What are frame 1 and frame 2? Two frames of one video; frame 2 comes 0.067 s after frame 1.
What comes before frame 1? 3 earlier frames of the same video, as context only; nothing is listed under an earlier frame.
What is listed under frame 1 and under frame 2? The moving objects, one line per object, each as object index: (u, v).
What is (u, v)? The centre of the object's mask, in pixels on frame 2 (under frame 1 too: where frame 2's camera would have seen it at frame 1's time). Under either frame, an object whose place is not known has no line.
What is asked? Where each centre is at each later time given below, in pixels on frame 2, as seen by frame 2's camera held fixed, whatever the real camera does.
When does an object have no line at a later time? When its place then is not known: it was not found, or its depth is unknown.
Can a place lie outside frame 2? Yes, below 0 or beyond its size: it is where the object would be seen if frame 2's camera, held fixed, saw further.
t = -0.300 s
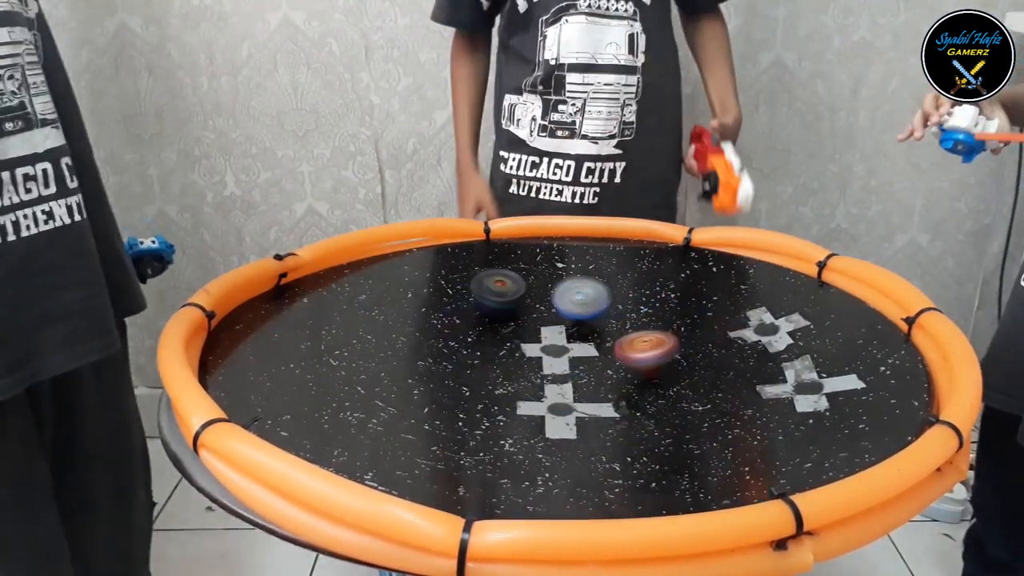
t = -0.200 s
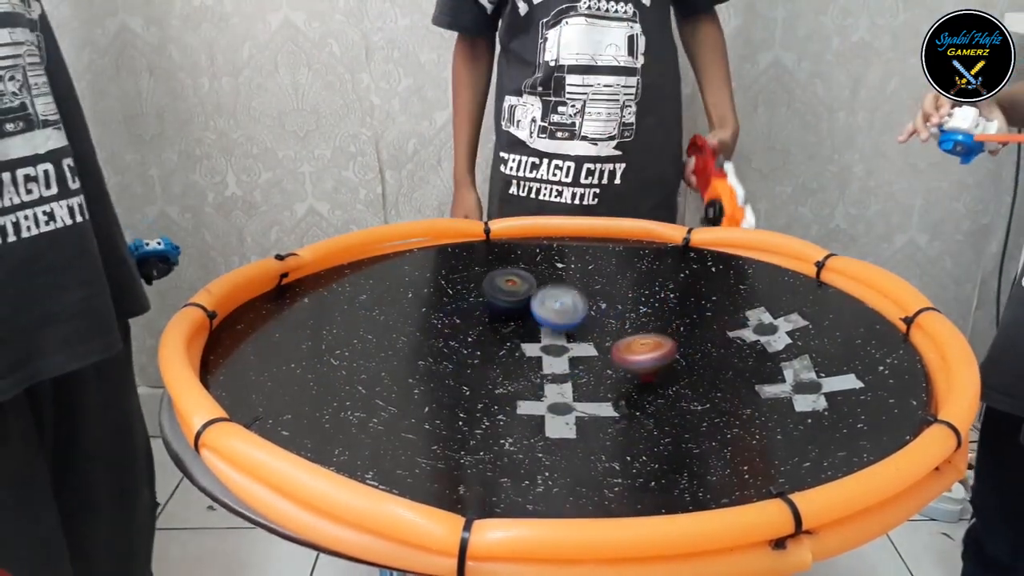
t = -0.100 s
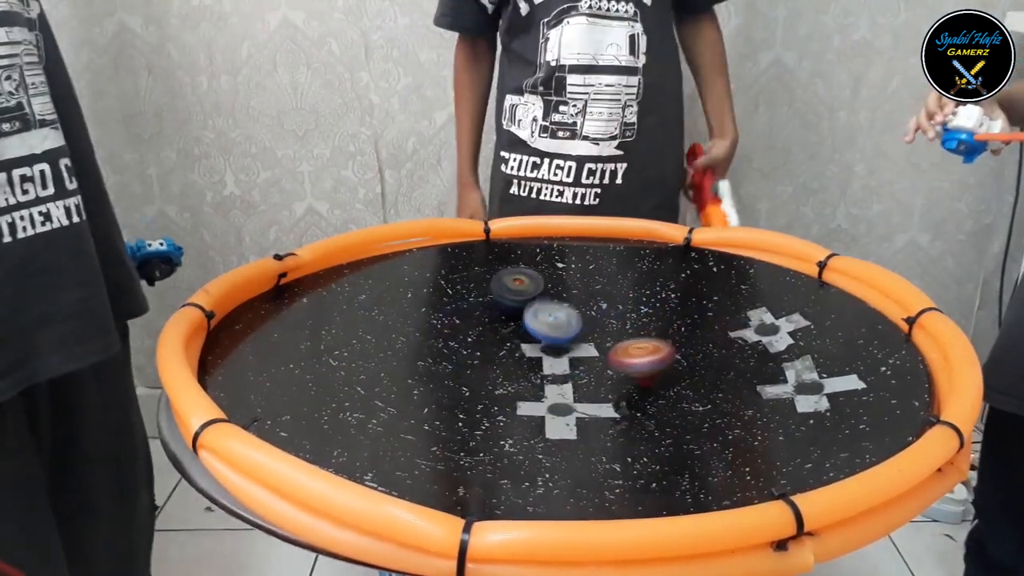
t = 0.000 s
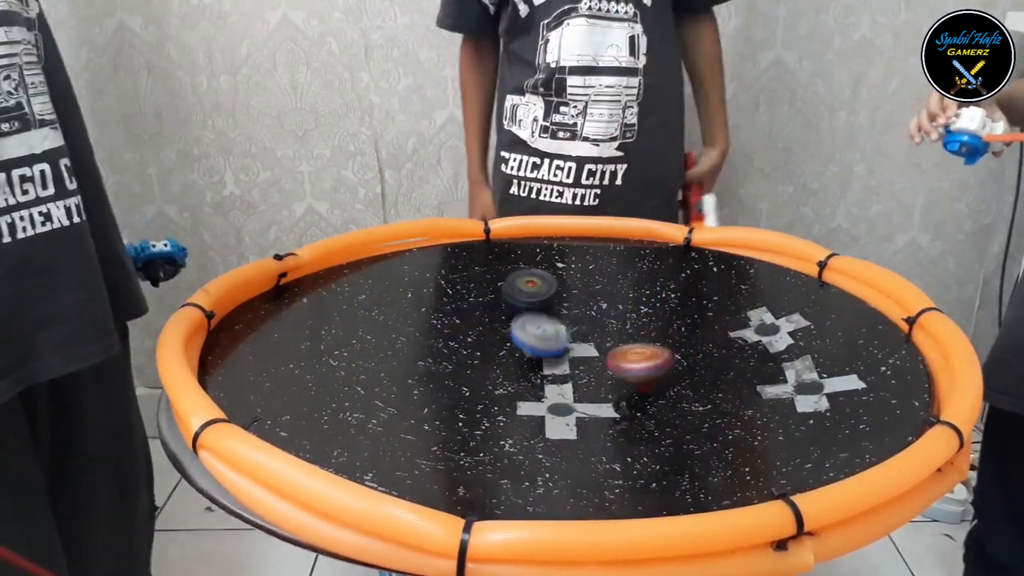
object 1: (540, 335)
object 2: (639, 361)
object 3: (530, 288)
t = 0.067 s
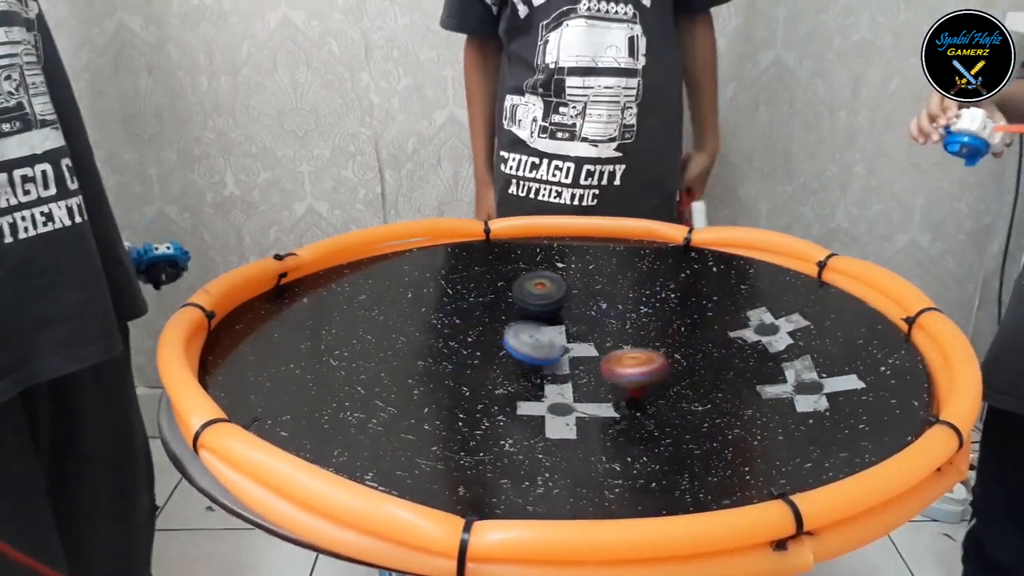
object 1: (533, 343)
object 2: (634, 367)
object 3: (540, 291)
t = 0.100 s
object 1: (530, 348)
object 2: (630, 369)
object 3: (544, 292)
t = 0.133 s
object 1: (528, 352)
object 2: (627, 371)
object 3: (549, 293)
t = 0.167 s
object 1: (527, 356)
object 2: (623, 373)
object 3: (554, 296)
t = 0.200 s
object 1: (526, 361)
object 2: (620, 375)
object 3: (560, 298)
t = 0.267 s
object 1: (527, 370)
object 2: (611, 377)
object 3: (571, 302)
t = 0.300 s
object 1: (528, 374)
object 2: (607, 378)
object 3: (575, 304)
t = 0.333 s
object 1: (530, 377)
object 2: (602, 378)
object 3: (580, 307)
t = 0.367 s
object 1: (521, 377)
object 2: (607, 378)
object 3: (586, 309)
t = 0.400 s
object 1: (511, 380)
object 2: (614, 378)
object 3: (591, 311)
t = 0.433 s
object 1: (502, 381)
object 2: (619, 378)
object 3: (597, 313)
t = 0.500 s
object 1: (489, 382)
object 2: (623, 376)
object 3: (605, 320)
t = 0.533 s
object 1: (487, 383)
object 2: (623, 374)
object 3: (611, 322)
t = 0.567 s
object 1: (486, 383)
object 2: (623, 373)
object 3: (616, 324)
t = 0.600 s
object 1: (488, 382)
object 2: (622, 372)
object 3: (621, 328)
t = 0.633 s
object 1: (492, 382)
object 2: (622, 370)
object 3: (626, 330)
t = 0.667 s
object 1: (498, 382)
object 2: (621, 369)
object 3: (631, 332)
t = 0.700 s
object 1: (505, 380)
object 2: (620, 368)
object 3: (638, 333)
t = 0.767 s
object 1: (523, 379)
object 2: (610, 369)
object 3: (652, 337)
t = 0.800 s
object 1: (532, 377)
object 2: (604, 371)
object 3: (658, 337)
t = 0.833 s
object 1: (525, 373)
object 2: (611, 373)
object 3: (665, 338)
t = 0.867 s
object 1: (515, 367)
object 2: (622, 375)
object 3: (669, 339)
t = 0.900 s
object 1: (506, 363)
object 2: (629, 375)
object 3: (673, 340)
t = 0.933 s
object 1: (500, 357)
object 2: (636, 375)
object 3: (678, 341)
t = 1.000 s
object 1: (497, 347)
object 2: (647, 374)
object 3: (684, 343)
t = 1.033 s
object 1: (498, 342)
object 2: (648, 374)
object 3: (689, 344)
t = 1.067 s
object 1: (500, 338)
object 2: (642, 377)
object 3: (696, 342)
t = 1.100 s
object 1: (503, 334)
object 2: (637, 380)
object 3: (705, 339)
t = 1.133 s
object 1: (506, 330)
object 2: (633, 382)
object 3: (710, 337)
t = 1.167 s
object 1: (509, 326)
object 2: (630, 384)
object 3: (715, 335)
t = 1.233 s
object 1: (516, 319)
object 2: (628, 386)
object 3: (717, 336)
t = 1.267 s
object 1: (520, 315)
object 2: (627, 386)
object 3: (717, 337)
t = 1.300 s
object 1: (522, 312)
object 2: (627, 386)
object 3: (717, 337)
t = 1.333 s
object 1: (525, 310)
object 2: (627, 387)
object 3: (717, 338)
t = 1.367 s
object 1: (528, 307)
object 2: (626, 387)
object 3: (715, 340)
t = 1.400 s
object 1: (530, 305)
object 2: (625, 387)
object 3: (713, 341)
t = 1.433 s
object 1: (534, 303)
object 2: (623, 387)
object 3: (712, 343)
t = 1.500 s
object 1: (541, 299)
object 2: (621, 387)
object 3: (708, 345)
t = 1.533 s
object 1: (543, 297)
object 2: (620, 386)
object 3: (705, 347)
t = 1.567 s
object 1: (547, 295)
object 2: (618, 385)
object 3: (702, 348)
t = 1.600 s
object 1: (551, 293)
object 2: (615, 384)
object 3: (699, 349)
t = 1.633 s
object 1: (554, 292)
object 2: (613, 383)
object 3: (696, 351)
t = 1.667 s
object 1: (558, 291)
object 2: (610, 382)
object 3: (692, 352)
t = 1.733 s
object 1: (567, 291)
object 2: (603, 379)
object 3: (683, 355)
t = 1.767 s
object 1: (572, 292)
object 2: (600, 377)
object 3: (679, 357)
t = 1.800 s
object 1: (576, 293)
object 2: (597, 376)
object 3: (674, 358)
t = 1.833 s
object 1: (581, 296)
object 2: (593, 374)
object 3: (669, 359)
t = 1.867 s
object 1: (586, 298)
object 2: (590, 373)
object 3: (662, 361)
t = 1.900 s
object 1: (589, 301)
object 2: (584, 371)
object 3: (658, 362)
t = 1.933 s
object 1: (592, 305)
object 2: (580, 369)
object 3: (652, 363)
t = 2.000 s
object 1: (598, 313)
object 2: (570, 364)
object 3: (644, 365)
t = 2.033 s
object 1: (600, 318)
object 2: (564, 363)
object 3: (639, 366)
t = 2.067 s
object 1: (601, 322)
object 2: (559, 361)
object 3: (633, 367)
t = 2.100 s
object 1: (603, 327)
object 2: (555, 359)
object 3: (628, 367)
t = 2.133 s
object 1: (603, 331)
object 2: (550, 357)
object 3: (623, 367)
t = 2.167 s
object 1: (603, 334)
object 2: (546, 355)
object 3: (617, 368)
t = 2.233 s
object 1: (603, 339)
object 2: (539, 351)
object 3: (605, 371)
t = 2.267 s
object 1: (602, 340)
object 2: (536, 349)
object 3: (601, 373)
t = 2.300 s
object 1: (602, 339)
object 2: (534, 347)
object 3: (597, 376)
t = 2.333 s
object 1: (601, 337)
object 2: (532, 345)
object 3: (592, 379)
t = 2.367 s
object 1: (601, 336)
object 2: (530, 343)
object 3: (587, 382)
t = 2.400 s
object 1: (601, 336)
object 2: (527, 341)
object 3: (582, 383)
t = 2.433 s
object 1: (601, 336)
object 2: (526, 339)
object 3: (577, 384)
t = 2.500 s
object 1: (602, 337)
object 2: (523, 335)
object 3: (568, 385)
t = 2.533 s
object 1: (602, 338)
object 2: (522, 334)
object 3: (564, 386)
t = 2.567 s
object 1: (602, 339)
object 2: (522, 333)
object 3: (558, 386)
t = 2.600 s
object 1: (601, 340)
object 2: (522, 332)
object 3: (554, 387)
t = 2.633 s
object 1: (600, 341)
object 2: (522, 331)
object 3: (549, 386)
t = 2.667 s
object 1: (600, 342)
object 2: (522, 330)
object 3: (546, 385)
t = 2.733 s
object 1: (597, 344)
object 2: (522, 328)
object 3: (539, 383)
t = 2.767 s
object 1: (596, 345)
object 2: (522, 327)
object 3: (537, 381)
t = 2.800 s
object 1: (595, 345)
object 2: (523, 327)
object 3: (535, 380)
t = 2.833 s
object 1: (594, 346)
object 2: (524, 326)
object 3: (533, 378)
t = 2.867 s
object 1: (593, 347)
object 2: (525, 325)
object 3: (531, 376)
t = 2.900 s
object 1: (591, 348)
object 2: (527, 325)
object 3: (529, 375)
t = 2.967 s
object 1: (588, 350)
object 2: (530, 324)
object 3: (525, 370)
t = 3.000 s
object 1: (586, 350)
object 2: (532, 322)
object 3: (523, 368)
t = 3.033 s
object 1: (584, 351)
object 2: (534, 322)
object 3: (521, 366)
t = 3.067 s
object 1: (582, 352)
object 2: (536, 322)
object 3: (520, 364)
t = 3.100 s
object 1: (585, 351)
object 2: (539, 321)
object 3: (513, 362)
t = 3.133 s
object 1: (599, 350)
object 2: (541, 321)
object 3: (497, 361)
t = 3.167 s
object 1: (611, 348)
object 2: (543, 321)
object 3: (487, 360)
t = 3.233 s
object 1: (632, 345)
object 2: (551, 320)
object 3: (473, 356)
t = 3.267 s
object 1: (639, 345)
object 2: (557, 319)
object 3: (470, 355)
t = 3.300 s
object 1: (646, 344)
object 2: (563, 318)
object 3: (467, 353)
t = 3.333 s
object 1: (652, 344)
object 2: (567, 318)
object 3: (464, 351)
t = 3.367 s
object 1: (659, 343)
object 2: (571, 319)
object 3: (462, 349)
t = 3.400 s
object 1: (666, 342)
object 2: (573, 318)
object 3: (461, 348)
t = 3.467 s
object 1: (679, 341)
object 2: (578, 319)
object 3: (459, 343)
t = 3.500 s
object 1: (685, 340)
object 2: (581, 320)
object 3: (458, 342)
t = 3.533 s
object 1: (690, 340)
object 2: (582, 321)
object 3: (458, 340)
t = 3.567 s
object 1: (695, 340)
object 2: (584, 321)
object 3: (459, 338)
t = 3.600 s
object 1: (699, 340)
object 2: (585, 322)
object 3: (460, 336)
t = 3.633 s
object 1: (702, 340)
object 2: (588, 323)
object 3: (461, 335)
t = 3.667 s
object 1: (704, 341)
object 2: (590, 323)
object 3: (463, 333)
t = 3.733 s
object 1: (705, 343)
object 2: (593, 325)
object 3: (467, 330)
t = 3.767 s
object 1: (704, 344)
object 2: (595, 326)
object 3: (470, 329)
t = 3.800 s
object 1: (701, 345)
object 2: (596, 327)
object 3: (473, 328)
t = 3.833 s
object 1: (697, 346)
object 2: (599, 329)
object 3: (477, 327)
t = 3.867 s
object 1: (692, 348)
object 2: (601, 330)
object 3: (480, 325)
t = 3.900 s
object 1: (686, 349)
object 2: (602, 332)
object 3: (484, 324)
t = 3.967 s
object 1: (671, 350)
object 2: (605, 336)
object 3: (491, 323)
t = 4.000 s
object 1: (672, 352)
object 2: (602, 334)
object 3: (496, 322)
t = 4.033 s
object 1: (687, 356)
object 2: (588, 333)
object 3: (500, 321)
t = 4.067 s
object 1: (699, 362)
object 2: (574, 332)
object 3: (505, 321)
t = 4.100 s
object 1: (707, 366)
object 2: (577, 332)
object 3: (499, 316)
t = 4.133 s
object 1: (713, 369)
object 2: (597, 339)
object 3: (476, 308)
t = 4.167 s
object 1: (716, 372)
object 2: (621, 346)
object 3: (453, 298)
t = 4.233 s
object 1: (720, 378)
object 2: (657, 356)
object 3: (422, 283)
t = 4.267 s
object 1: (726, 382)
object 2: (668, 357)
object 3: (409, 277)
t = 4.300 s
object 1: (739, 388)
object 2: (673, 357)
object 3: (399, 272)
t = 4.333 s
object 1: (748, 393)
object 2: (674, 357)
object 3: (389, 269)
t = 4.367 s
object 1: (755, 397)
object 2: (676, 357)
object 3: (384, 266)
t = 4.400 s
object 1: (759, 400)
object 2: (677, 356)
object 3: (381, 265)
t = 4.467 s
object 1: (764, 405)
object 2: (678, 356)
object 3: (378, 266)
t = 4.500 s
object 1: (766, 406)
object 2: (678, 355)
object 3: (378, 267)
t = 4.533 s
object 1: (766, 409)
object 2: (678, 355)
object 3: (380, 269)
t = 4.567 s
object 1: (765, 410)
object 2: (677, 355)
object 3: (383, 272)
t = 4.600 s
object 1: (764, 411)
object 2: (675, 355)
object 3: (386, 274)
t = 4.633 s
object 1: (761, 411)
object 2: (673, 356)
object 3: (391, 278)
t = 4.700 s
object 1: (750, 410)
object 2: (667, 356)
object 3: (405, 287)
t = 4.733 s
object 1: (743, 409)
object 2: (664, 356)
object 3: (412, 292)
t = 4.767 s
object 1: (737, 407)
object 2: (661, 356)
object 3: (418, 295)
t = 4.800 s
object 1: (729, 405)
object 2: (658, 356)
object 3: (427, 300)
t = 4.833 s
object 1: (720, 402)
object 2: (654, 356)
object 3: (434, 304)
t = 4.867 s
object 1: (710, 399)
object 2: (650, 356)
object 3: (441, 307)
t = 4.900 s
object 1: (702, 396)
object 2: (646, 356)
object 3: (449, 311)
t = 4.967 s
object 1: (685, 391)
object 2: (637, 356)
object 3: (464, 317)
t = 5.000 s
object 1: (675, 389)
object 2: (632, 356)
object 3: (471, 320)
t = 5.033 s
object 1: (665, 385)
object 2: (626, 355)
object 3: (478, 323)
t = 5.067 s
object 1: (656, 384)
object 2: (620, 352)
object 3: (486, 326)
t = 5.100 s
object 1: (648, 386)
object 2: (617, 349)
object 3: (493, 329)
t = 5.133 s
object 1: (640, 387)
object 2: (612, 345)
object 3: (499, 332)
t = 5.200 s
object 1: (621, 388)
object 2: (600, 339)
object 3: (512, 337)
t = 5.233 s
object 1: (611, 388)
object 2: (593, 335)
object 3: (519, 340)
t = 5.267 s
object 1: (600, 388)
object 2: (588, 332)
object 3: (526, 344)
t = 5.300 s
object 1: (591, 387)
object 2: (583, 329)
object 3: (531, 346)
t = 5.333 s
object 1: (580, 386)
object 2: (581, 327)
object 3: (533, 349)
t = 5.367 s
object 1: (570, 386)
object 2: (578, 322)
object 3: (535, 350)
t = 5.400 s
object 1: (561, 385)
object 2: (575, 320)
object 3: (536, 351)
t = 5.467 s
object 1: (554, 390)
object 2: (570, 315)
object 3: (537, 351)
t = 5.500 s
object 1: (552, 393)
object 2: (567, 313)
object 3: (538, 352)
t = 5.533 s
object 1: (549, 394)
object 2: (565, 312)
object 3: (538, 352)
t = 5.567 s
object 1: (546, 396)
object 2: (562, 310)
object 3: (539, 353)
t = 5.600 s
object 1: (543, 396)
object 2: (560, 309)
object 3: (539, 354)
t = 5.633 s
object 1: (541, 397)
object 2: (558, 308)
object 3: (540, 355)
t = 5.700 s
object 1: (538, 398)
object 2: (555, 307)
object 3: (541, 358)
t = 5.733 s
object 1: (537, 398)
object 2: (553, 307)
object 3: (541, 359)
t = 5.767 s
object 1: (537, 398)
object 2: (553, 308)
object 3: (541, 360)
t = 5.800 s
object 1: (537, 399)
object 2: (553, 308)
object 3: (541, 361)
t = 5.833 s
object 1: (537, 399)
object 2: (552, 308)
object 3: (542, 362)
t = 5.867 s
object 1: (538, 400)
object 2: (552, 309)
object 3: (542, 362)
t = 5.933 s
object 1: (542, 399)
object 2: (553, 311)
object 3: (543, 363)
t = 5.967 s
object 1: (545, 398)
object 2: (553, 312)
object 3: (545, 363)
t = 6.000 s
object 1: (548, 397)
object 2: (554, 313)
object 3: (546, 363)
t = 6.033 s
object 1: (553, 399)
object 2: (555, 314)
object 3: (547, 363)
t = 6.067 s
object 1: (553, 409)
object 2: (556, 315)
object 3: (550, 355)
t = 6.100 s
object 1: (555, 418)
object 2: (561, 314)
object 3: (551, 348)
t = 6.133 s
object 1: (560, 426)
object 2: (572, 302)
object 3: (541, 356)
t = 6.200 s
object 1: (565, 434)
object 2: (590, 277)
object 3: (526, 366)
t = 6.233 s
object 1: (567, 436)
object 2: (597, 268)
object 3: (519, 371)
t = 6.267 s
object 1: (569, 437)
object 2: (603, 259)
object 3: (515, 374)
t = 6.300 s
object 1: (572, 439)
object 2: (607, 253)
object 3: (512, 376)
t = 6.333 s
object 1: (575, 440)
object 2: (612, 250)
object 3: (509, 377)
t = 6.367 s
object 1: (579, 441)
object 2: (613, 244)
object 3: (508, 377)
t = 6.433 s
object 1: (591, 441)
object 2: (618, 238)
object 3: (507, 377)
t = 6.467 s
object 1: (597, 439)
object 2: (620, 236)
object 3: (508, 377)
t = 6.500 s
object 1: (602, 436)
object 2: (621, 235)
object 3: (508, 375)
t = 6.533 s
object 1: (608, 433)
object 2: (622, 234)
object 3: (509, 374)
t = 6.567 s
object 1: (611, 430)
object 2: (622, 235)
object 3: (511, 373)
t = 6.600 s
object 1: (614, 426)
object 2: (623, 236)
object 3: (513, 372)
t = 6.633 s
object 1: (617, 422)
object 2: (623, 237)
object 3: (516, 371)
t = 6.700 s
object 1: (619, 413)
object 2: (624, 242)
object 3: (520, 367)
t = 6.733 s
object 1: (620, 407)
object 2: (625, 245)
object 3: (523, 366)
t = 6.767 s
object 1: (619, 403)
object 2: (625, 249)
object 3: (527, 364)
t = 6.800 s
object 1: (618, 398)
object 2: (626, 253)
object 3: (529, 363)
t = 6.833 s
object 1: (617, 393)
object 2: (627, 258)
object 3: (532, 362)
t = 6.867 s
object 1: (615, 388)
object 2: (627, 264)
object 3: (536, 360)
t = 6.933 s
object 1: (609, 378)
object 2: (628, 278)
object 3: (543, 358)
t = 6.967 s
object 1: (607, 374)
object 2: (628, 287)
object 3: (545, 356)
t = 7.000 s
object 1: (617, 372)
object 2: (627, 295)
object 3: (540, 353)
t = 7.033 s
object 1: (626, 370)
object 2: (628, 303)
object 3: (535, 348)
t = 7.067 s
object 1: (636, 369)
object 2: (627, 313)
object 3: (532, 344)
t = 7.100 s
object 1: (642, 366)
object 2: (627, 320)
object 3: (529, 341)
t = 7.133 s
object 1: (647, 365)
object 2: (624, 330)
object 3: (530, 339)
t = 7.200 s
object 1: (659, 373)
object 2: (614, 335)
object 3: (532, 335)
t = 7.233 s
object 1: (668, 379)
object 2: (605, 337)
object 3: (535, 334)
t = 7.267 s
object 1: (674, 385)
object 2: (600, 339)
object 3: (535, 332)
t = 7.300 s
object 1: (677, 390)
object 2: (603, 343)
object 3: (527, 329)
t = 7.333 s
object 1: (677, 393)
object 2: (607, 346)
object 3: (519, 327)
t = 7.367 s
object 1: (675, 395)
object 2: (610, 350)
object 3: (513, 324)
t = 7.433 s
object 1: (667, 399)
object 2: (609, 355)
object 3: (507, 321)
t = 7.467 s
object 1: (662, 401)
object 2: (608, 358)
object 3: (506, 320)
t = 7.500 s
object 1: (657, 403)
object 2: (605, 360)
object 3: (506, 320)
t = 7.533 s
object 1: (653, 404)
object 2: (603, 362)
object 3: (507, 320)
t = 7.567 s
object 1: (649, 405)
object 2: (601, 364)
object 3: (507, 320)
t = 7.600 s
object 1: (643, 406)
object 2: (598, 366)
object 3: (508, 321)
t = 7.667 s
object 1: (632, 407)
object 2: (591, 368)
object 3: (512, 322)
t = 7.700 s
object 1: (626, 407)
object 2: (588, 369)
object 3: (514, 323)
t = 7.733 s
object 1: (619, 407)
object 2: (584, 369)
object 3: (516, 324)
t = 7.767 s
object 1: (613, 406)
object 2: (583, 369)
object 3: (519, 325)
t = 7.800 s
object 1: (607, 405)
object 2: (580, 369)
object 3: (521, 326)
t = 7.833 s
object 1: (601, 403)
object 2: (573, 368)
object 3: (524, 327)
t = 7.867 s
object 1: (595, 402)
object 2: (571, 368)
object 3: (526, 329)
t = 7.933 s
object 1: (584, 399)
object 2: (565, 365)
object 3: (531, 331)
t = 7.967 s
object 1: (579, 407)
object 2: (563, 358)
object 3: (531, 330)
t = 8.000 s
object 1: (576, 412)
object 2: (566, 357)
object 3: (530, 325)
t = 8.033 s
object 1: (572, 422)
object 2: (567, 357)
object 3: (530, 317)
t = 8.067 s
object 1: (570, 426)
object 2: (567, 355)
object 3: (531, 312)
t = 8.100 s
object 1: (568, 427)
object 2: (567, 353)
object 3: (530, 307)
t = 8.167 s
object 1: (564, 430)
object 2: (568, 347)
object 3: (532, 301)
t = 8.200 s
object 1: (563, 430)
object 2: (569, 346)
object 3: (533, 301)
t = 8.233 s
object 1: (561, 432)
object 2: (569, 343)
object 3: (534, 300)
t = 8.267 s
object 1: (561, 431)
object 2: (570, 341)
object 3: (534, 301)
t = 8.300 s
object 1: (561, 432)
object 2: (571, 340)
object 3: (534, 301)
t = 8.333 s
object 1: (562, 432)
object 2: (572, 338)
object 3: (535, 302)
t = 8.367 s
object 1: (562, 431)
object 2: (575, 335)
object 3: (536, 302)
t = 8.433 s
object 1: (564, 428)
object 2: (580, 333)
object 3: (537, 305)
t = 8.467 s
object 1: (565, 426)
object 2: (582, 331)
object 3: (537, 306)
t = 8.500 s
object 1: (568, 423)
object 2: (584, 331)
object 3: (538, 307)
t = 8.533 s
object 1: (570, 418)
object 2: (587, 330)
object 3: (539, 309)
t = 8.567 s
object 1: (570, 415)
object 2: (589, 330)
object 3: (540, 311)
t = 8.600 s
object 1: (571, 412)
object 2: (591, 330)
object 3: (541, 312)
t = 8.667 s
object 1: (571, 400)
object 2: (598, 331)
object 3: (543, 315)
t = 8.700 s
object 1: (570, 396)
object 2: (601, 331)
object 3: (543, 316)
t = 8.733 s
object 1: (567, 393)
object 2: (604, 332)
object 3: (544, 319)
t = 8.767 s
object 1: (566, 389)
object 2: (606, 333)
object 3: (545, 320)
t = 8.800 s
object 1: (564, 386)
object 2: (609, 334)
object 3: (545, 321)
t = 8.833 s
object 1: (561, 381)
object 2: (610, 335)
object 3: (544, 324)
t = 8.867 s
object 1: (558, 378)
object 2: (613, 337)
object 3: (543, 325)
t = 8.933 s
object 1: (552, 370)
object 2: (616, 340)
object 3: (542, 328)
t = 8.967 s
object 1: (550, 367)
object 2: (617, 341)
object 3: (542, 328)
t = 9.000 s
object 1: (546, 364)
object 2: (618, 343)
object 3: (540, 327)
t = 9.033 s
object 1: (541, 367)
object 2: (618, 346)
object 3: (542, 326)
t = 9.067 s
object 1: (537, 372)
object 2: (618, 348)
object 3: (544, 324)
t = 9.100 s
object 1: (533, 375)
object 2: (618, 349)
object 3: (545, 322)
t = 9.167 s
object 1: (524, 381)
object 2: (616, 353)
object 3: (545, 320)
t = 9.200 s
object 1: (521, 381)
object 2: (614, 356)
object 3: (545, 319)
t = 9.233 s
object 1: (518, 383)
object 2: (612, 357)
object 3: (545, 319)
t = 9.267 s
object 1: (516, 384)
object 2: (610, 358)
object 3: (545, 319)
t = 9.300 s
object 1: (513, 384)
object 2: (608, 360)
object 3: (545, 319)
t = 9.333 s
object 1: (512, 385)
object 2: (606, 361)
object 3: (546, 320)
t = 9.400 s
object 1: (511, 387)
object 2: (597, 363)
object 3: (549, 322)
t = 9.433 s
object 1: (512, 388)
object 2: (594, 363)
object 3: (550, 322)
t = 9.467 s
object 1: (513, 389)
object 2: (590, 363)
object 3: (551, 322)
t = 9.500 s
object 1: (515, 391)
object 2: (586, 364)
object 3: (554, 320)
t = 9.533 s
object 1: (520, 391)
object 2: (582, 363)
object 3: (558, 320)
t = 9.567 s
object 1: (525, 392)
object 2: (579, 363)
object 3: (561, 320)
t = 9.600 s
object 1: (532, 392)
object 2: (575, 363)
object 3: (564, 320)
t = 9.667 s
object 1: (544, 391)
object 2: (569, 360)
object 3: (567, 322)
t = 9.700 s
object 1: (551, 391)
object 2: (565, 359)
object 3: (568, 323)
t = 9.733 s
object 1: (558, 390)
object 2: (563, 358)
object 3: (569, 324)
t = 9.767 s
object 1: (562, 391)
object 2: (562, 357)
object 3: (571, 324)
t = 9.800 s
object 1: (567, 395)
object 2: (556, 354)
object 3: (575, 322)
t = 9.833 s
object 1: (571, 398)
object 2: (552, 353)
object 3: (578, 317)
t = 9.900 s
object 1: (582, 400)
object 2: (547, 350)
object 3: (585, 312)
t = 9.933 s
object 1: (587, 400)
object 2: (545, 347)
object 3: (587, 311)
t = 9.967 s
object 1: (594, 399)
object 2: (544, 346)
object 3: (589, 311)
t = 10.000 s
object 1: (598, 397)
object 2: (544, 343)
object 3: (591, 312)
